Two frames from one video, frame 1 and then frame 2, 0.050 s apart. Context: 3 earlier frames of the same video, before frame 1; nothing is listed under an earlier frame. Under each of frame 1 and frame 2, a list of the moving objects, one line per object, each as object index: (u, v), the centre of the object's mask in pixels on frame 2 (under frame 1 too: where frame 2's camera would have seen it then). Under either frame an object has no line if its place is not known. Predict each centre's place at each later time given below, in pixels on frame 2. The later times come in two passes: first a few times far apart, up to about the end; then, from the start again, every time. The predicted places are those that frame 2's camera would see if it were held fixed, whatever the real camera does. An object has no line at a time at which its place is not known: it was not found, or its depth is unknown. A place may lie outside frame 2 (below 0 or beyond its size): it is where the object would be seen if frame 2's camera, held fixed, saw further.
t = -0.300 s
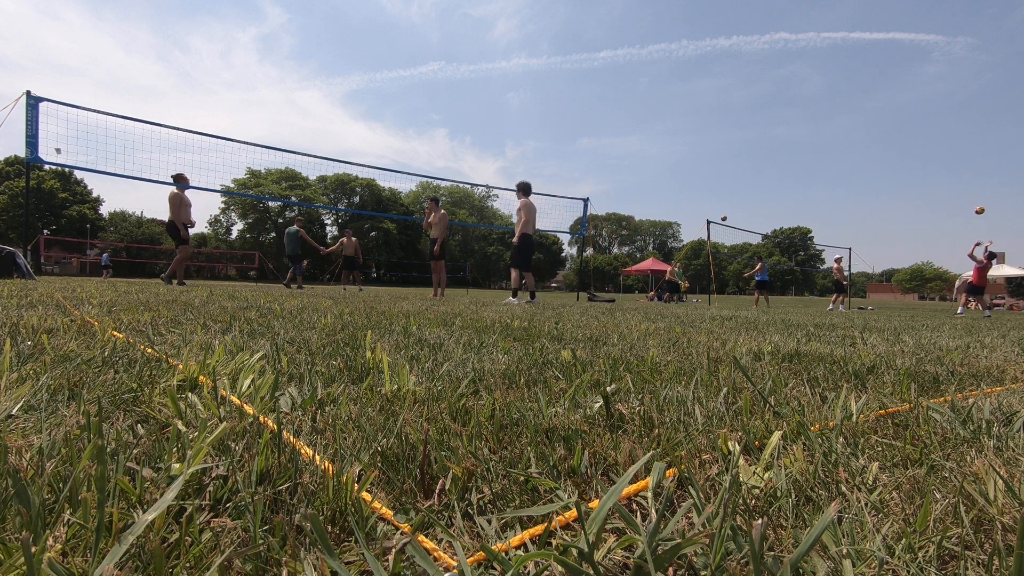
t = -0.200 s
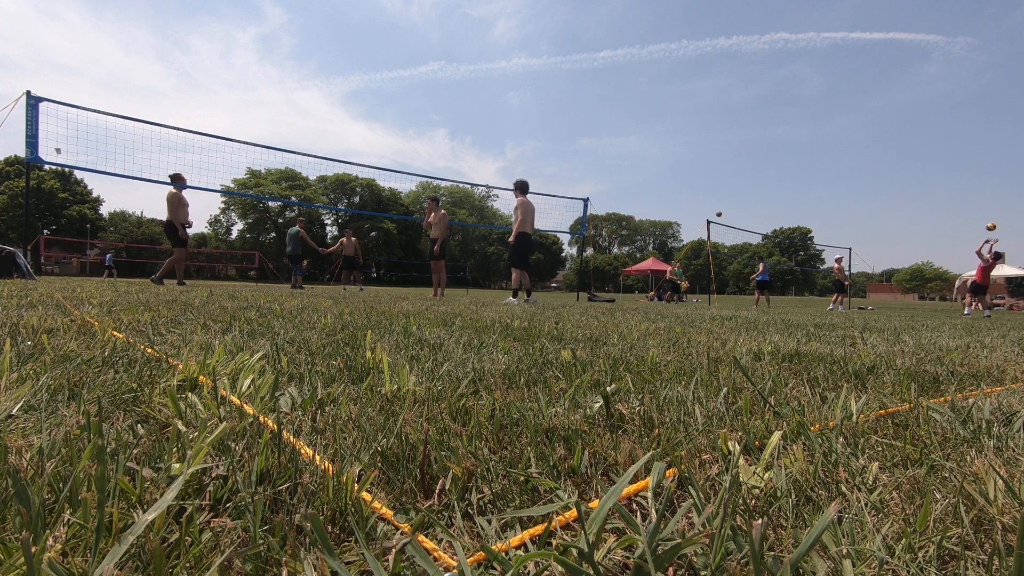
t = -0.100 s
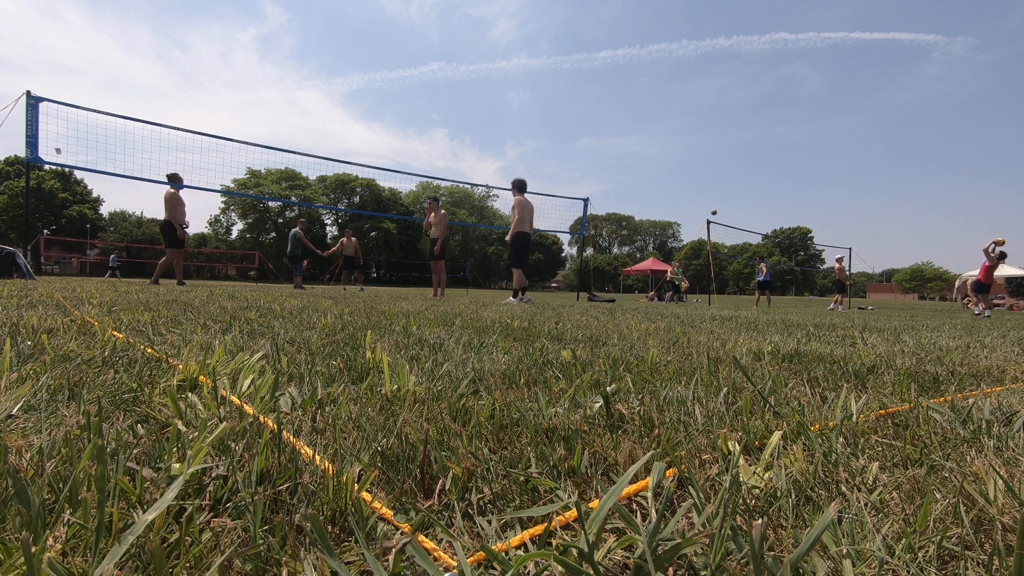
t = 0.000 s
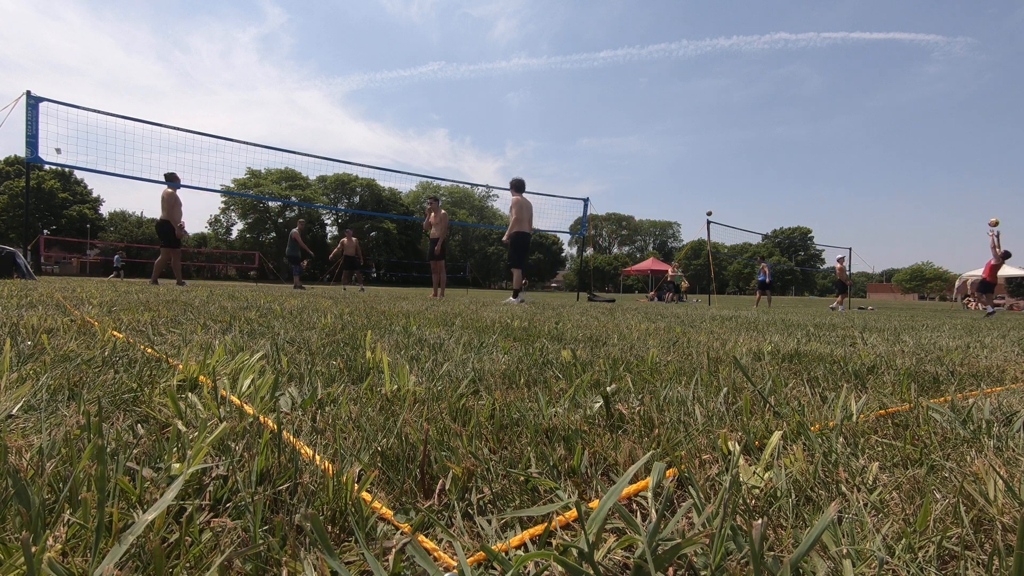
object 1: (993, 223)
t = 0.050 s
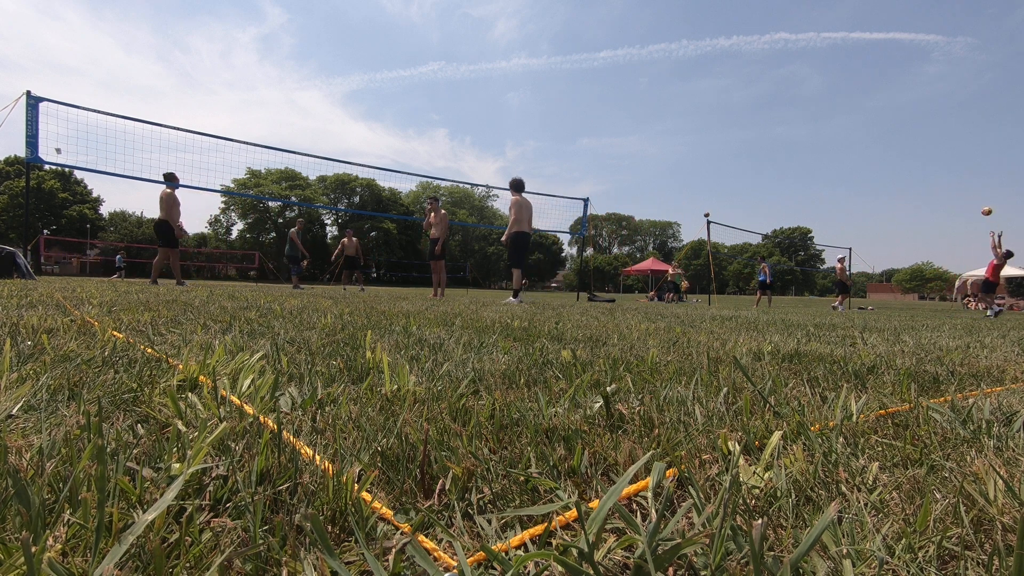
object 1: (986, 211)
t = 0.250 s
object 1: (961, 178)
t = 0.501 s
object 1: (931, 160)
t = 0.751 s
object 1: (904, 165)
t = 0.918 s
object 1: (888, 178)
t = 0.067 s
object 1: (984, 208)
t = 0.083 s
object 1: (982, 204)
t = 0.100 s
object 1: (980, 201)
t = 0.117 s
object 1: (978, 198)
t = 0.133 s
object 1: (975, 195)
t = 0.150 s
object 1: (973, 192)
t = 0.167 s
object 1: (971, 190)
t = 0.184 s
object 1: (969, 187)
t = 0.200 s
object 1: (967, 185)
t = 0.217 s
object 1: (965, 182)
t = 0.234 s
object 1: (963, 180)
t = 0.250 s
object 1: (961, 178)
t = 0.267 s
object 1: (958, 176)
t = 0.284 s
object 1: (956, 174)
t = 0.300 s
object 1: (954, 173)
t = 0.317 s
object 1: (952, 171)
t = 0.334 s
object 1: (950, 170)
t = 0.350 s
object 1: (948, 168)
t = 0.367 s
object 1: (946, 167)
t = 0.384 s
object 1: (944, 166)
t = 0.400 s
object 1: (942, 164)
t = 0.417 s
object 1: (941, 164)
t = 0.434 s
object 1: (939, 163)
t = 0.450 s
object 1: (937, 162)
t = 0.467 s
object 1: (935, 161)
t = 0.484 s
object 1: (933, 161)
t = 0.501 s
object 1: (931, 160)
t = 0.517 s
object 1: (929, 160)
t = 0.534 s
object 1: (928, 160)
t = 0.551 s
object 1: (926, 160)
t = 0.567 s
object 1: (924, 160)
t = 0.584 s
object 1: (922, 160)
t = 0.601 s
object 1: (920, 160)
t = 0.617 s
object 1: (918, 160)
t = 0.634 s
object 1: (917, 160)
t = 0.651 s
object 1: (915, 160)
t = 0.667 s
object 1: (913, 161)
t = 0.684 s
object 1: (911, 161)
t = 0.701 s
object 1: (910, 162)
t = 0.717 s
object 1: (908, 163)
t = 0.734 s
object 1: (906, 164)
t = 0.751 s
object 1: (904, 165)
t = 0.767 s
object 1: (903, 166)
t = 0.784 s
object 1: (901, 167)
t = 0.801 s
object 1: (900, 168)
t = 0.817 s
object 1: (898, 169)
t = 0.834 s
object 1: (896, 170)
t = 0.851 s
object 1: (895, 172)
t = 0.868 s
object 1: (893, 173)
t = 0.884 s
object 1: (891, 175)
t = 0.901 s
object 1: (890, 176)
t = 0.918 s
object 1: (888, 178)
